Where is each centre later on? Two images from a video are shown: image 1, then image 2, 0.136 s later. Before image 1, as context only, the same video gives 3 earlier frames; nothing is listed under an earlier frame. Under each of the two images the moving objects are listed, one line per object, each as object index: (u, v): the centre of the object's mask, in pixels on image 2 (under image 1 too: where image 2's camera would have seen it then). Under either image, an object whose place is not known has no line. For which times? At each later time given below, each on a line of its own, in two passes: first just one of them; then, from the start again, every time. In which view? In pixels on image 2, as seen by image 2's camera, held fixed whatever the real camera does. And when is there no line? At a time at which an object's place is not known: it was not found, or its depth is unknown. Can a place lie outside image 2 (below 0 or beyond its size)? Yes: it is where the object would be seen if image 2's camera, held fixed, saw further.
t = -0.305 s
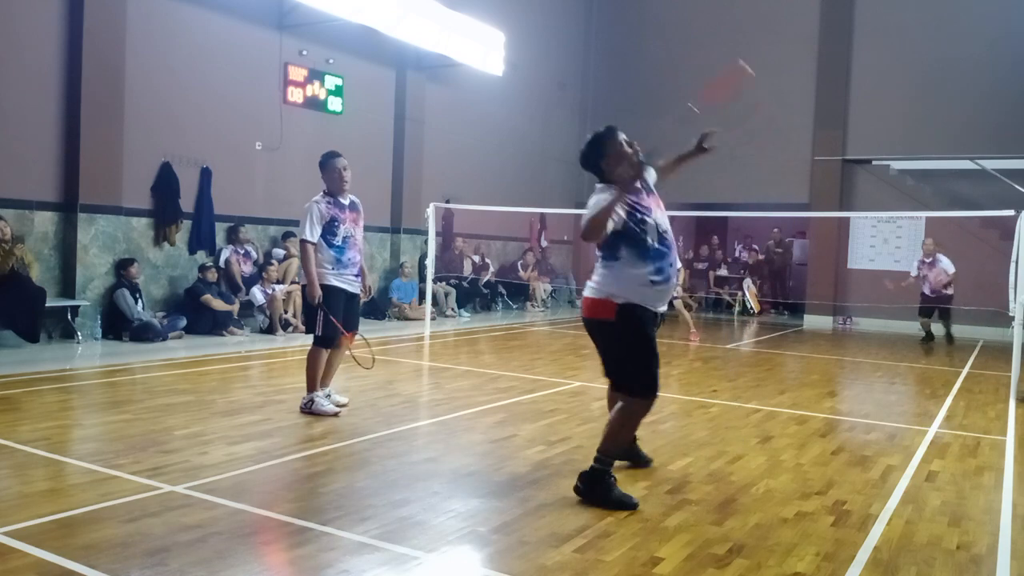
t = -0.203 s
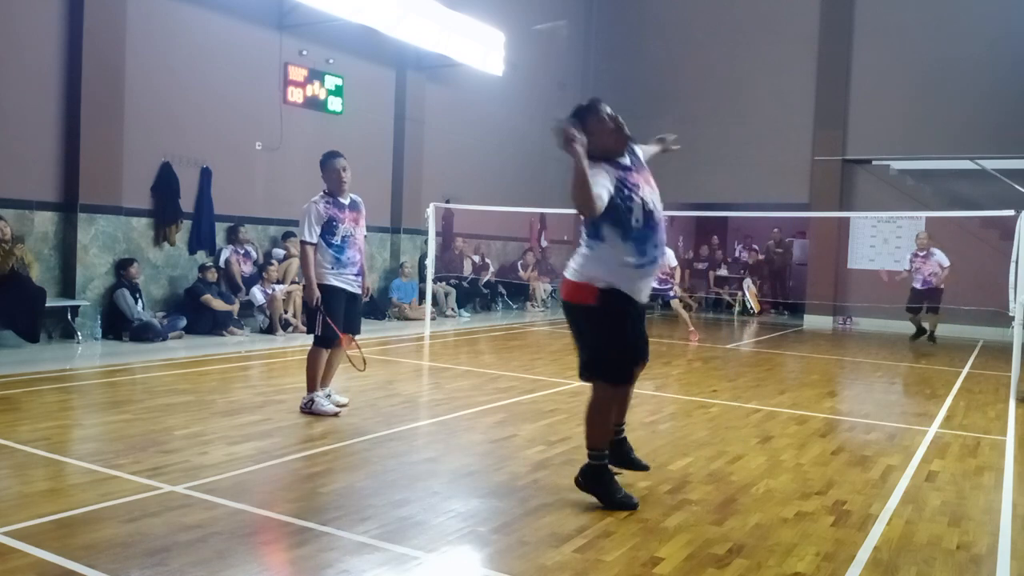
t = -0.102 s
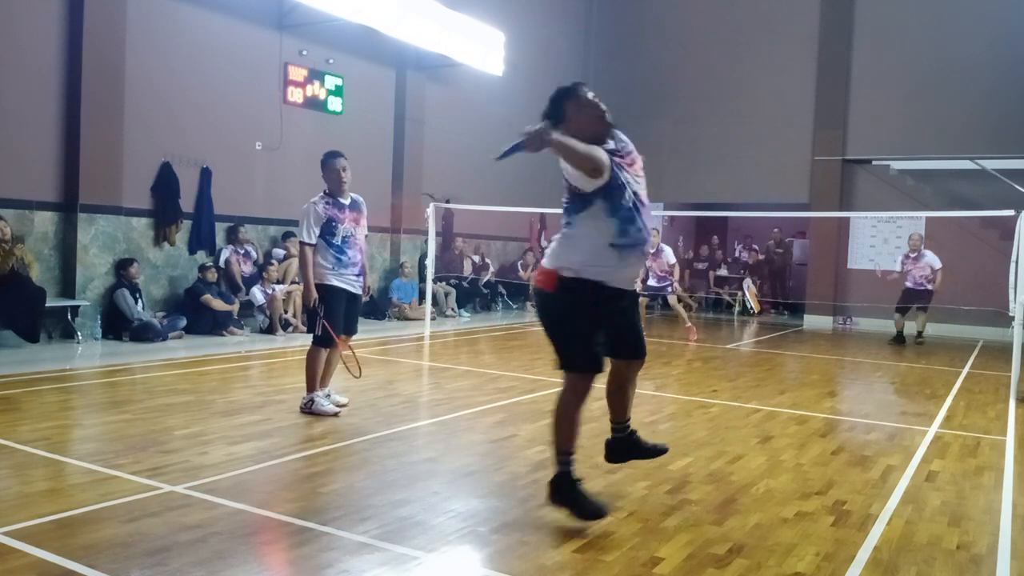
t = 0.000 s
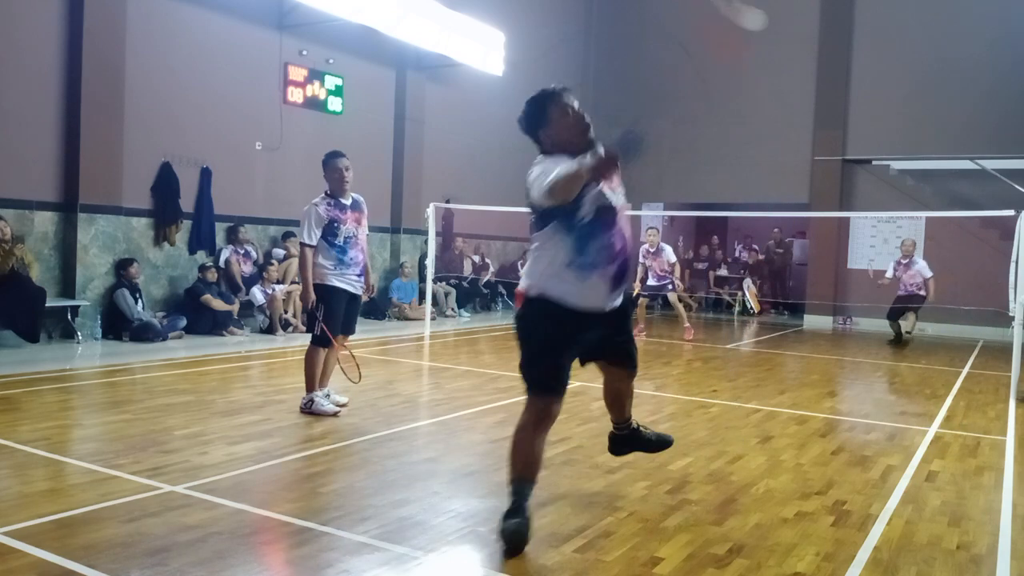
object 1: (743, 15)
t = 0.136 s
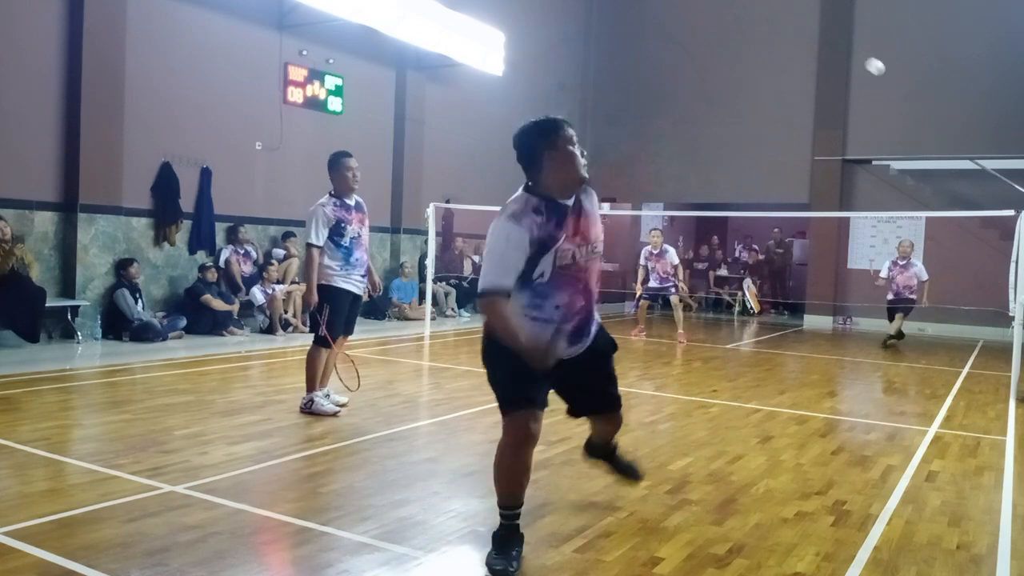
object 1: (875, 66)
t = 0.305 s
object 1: (914, 112)
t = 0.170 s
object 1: (887, 76)
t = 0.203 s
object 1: (896, 85)
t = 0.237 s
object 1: (904, 94)
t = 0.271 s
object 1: (909, 103)
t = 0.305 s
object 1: (914, 112)
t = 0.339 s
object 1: (918, 121)
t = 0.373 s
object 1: (922, 131)
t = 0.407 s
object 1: (925, 140)
